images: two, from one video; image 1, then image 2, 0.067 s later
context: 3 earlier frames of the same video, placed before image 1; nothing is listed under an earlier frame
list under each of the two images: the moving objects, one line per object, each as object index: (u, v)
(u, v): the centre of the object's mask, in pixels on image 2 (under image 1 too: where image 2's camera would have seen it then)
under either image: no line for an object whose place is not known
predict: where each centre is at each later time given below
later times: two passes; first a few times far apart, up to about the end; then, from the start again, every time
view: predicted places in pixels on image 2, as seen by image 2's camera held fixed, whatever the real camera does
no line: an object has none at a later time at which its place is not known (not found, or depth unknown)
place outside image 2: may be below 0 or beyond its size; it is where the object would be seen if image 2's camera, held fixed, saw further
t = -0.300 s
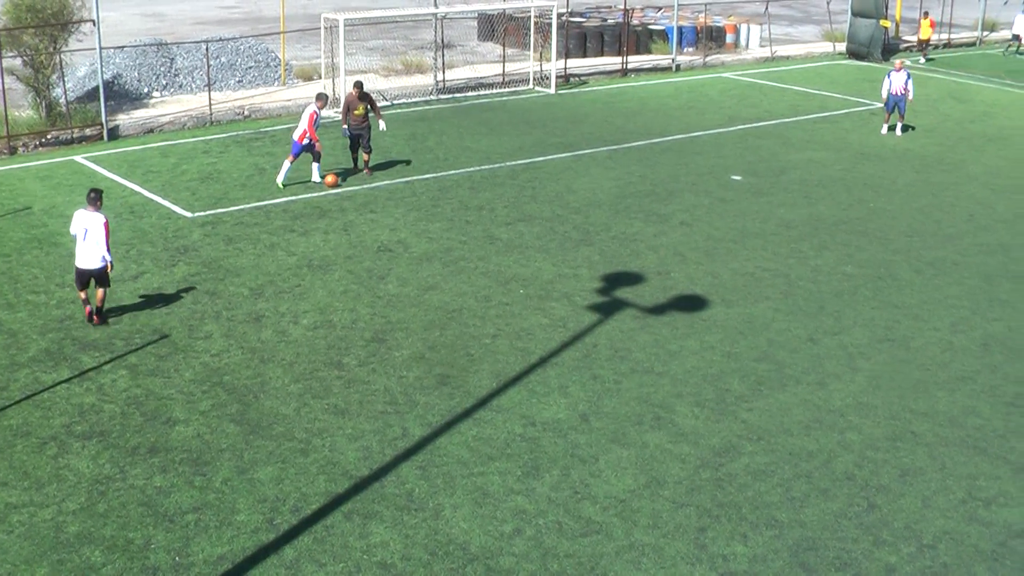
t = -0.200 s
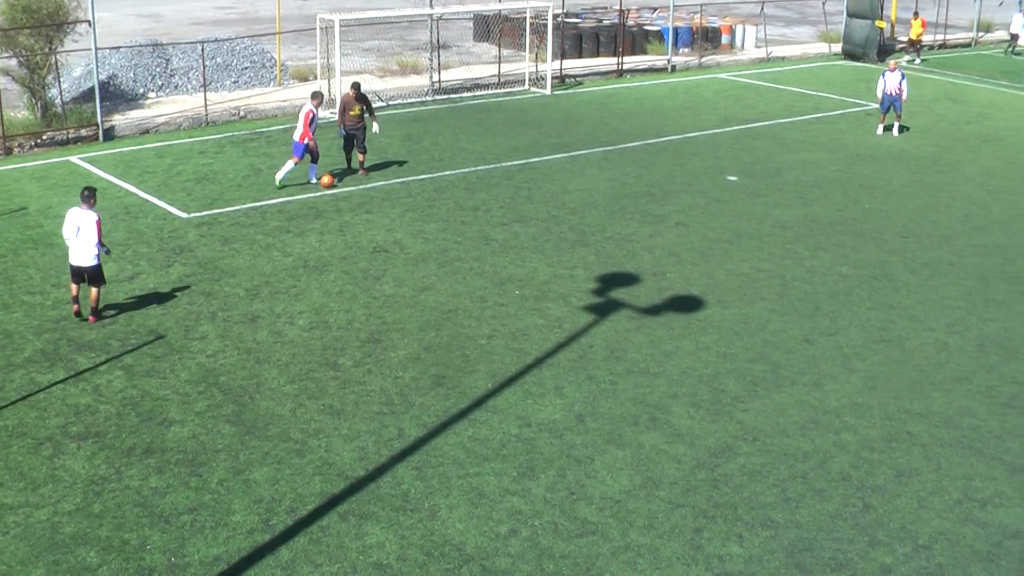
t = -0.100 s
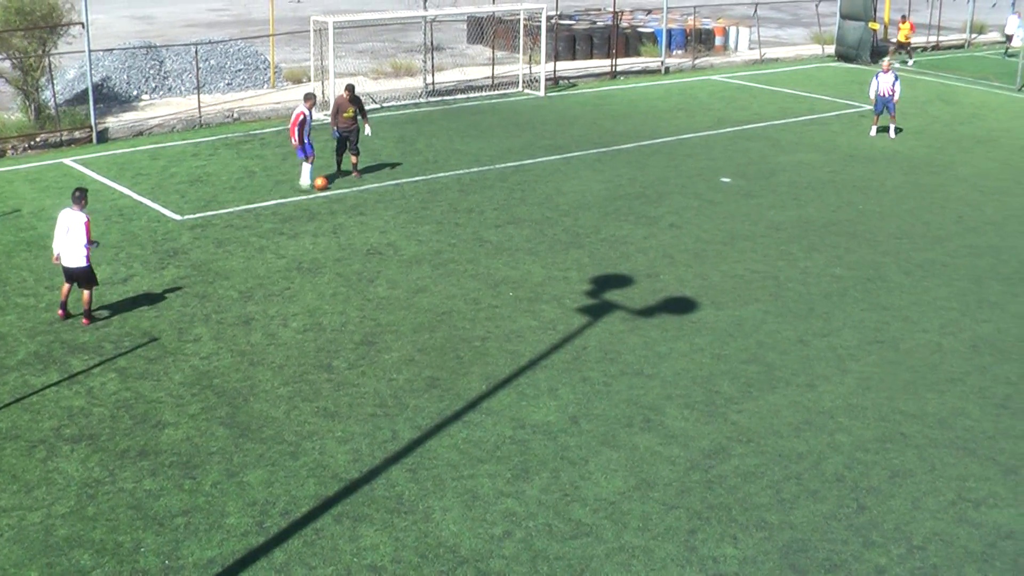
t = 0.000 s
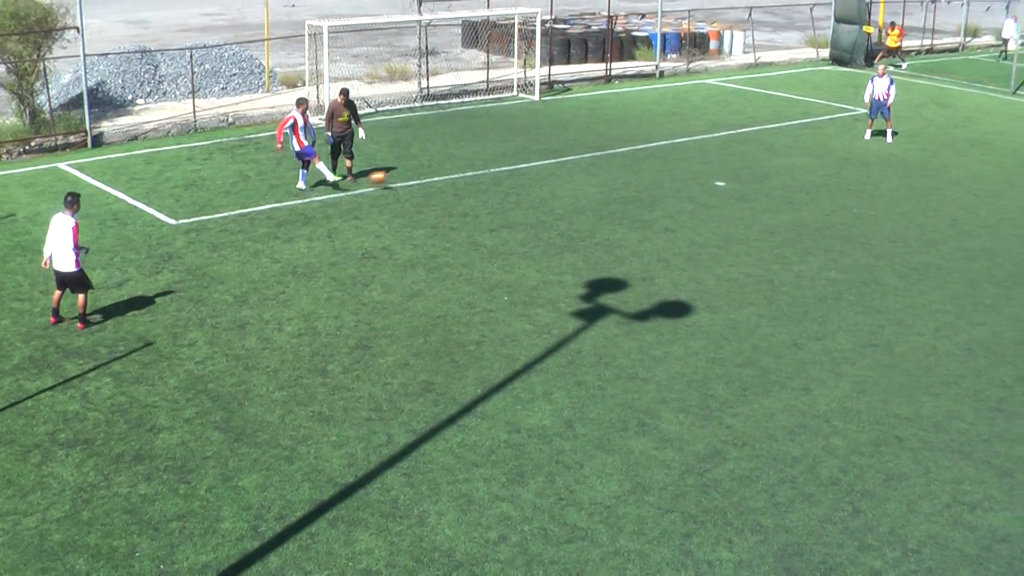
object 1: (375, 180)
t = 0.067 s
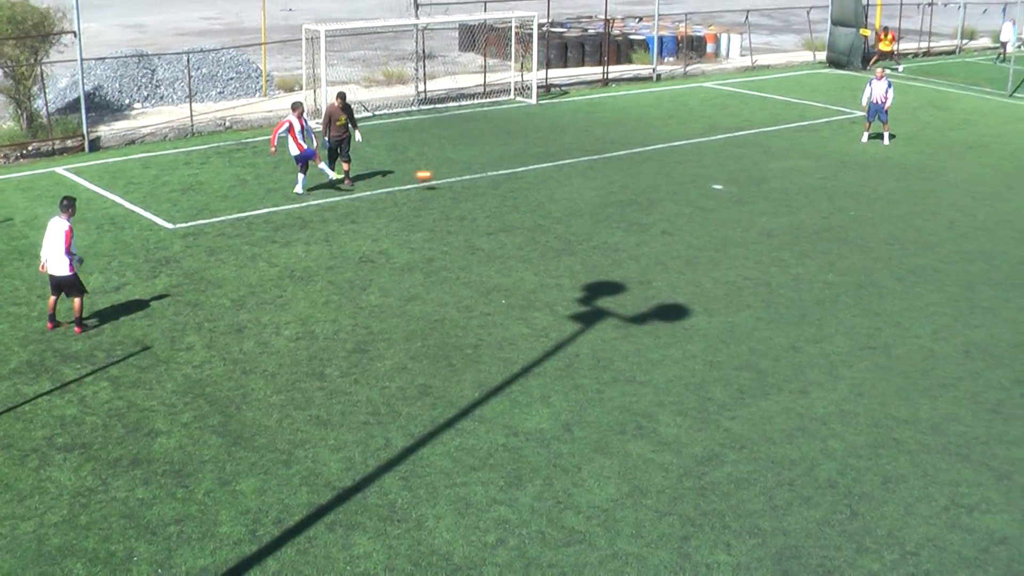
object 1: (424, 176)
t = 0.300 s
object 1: (580, 174)
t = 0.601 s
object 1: (717, 160)
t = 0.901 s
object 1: (810, 148)
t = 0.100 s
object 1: (447, 174)
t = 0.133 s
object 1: (471, 173)
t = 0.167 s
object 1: (493, 172)
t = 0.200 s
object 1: (516, 172)
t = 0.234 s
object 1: (537, 173)
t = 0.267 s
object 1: (558, 174)
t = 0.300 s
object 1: (580, 174)
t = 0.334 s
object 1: (598, 172)
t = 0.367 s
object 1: (613, 168)
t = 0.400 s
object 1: (628, 165)
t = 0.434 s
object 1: (645, 162)
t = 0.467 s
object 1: (660, 160)
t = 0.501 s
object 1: (674, 158)
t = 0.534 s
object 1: (689, 158)
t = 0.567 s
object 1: (703, 159)
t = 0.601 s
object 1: (717, 160)
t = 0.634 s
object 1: (730, 160)
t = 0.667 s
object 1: (742, 158)
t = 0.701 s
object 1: (752, 156)
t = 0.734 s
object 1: (763, 154)
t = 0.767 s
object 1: (773, 153)
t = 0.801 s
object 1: (783, 152)
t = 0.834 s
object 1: (793, 152)
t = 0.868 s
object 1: (802, 150)
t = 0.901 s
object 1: (810, 148)
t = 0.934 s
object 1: (819, 146)
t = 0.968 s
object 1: (828, 145)
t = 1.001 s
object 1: (836, 145)
